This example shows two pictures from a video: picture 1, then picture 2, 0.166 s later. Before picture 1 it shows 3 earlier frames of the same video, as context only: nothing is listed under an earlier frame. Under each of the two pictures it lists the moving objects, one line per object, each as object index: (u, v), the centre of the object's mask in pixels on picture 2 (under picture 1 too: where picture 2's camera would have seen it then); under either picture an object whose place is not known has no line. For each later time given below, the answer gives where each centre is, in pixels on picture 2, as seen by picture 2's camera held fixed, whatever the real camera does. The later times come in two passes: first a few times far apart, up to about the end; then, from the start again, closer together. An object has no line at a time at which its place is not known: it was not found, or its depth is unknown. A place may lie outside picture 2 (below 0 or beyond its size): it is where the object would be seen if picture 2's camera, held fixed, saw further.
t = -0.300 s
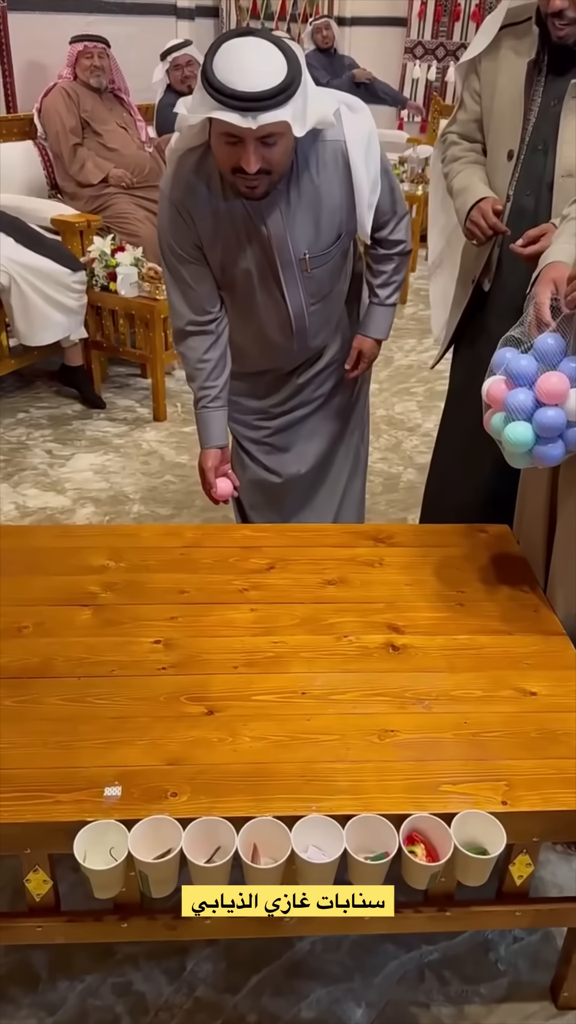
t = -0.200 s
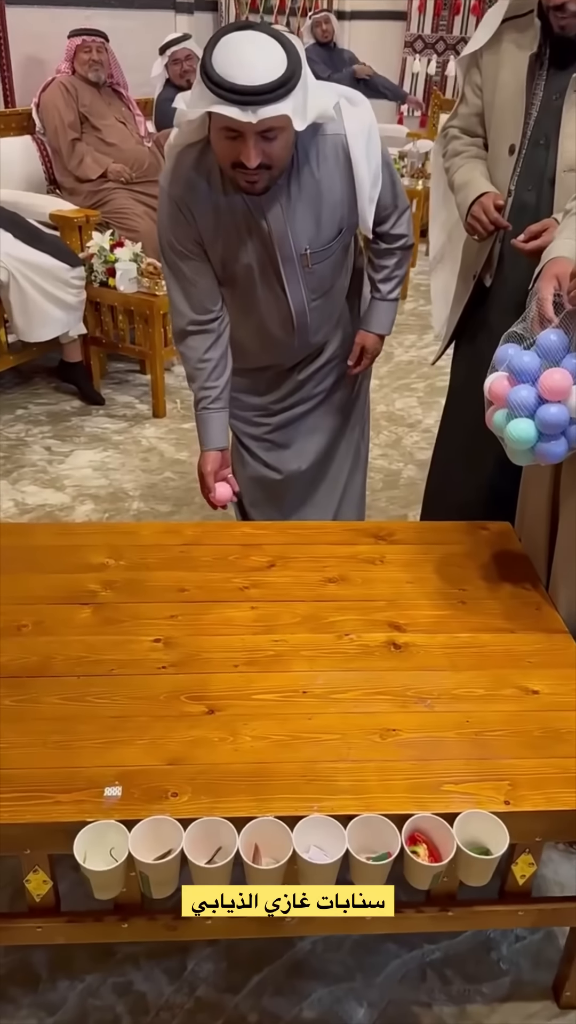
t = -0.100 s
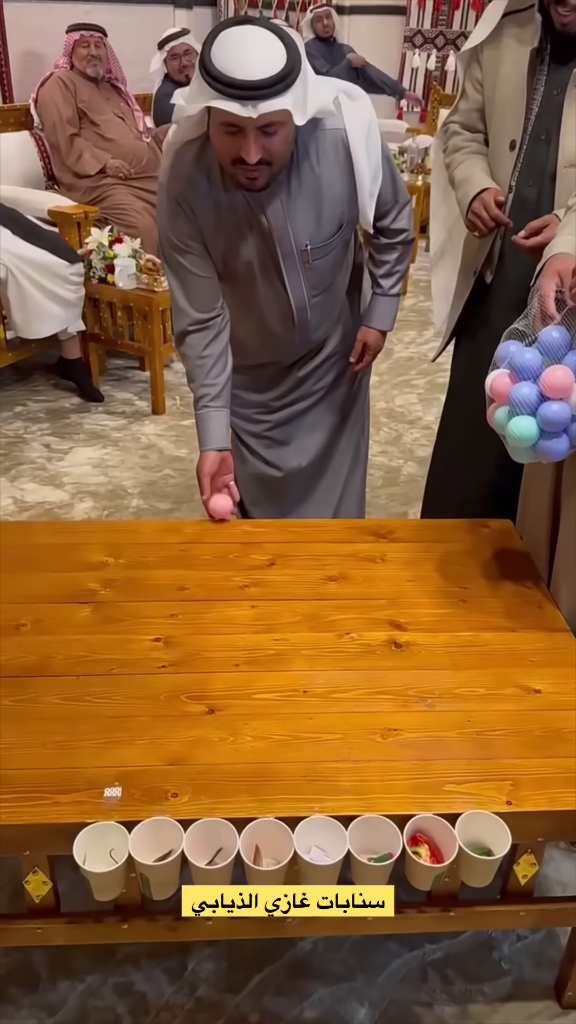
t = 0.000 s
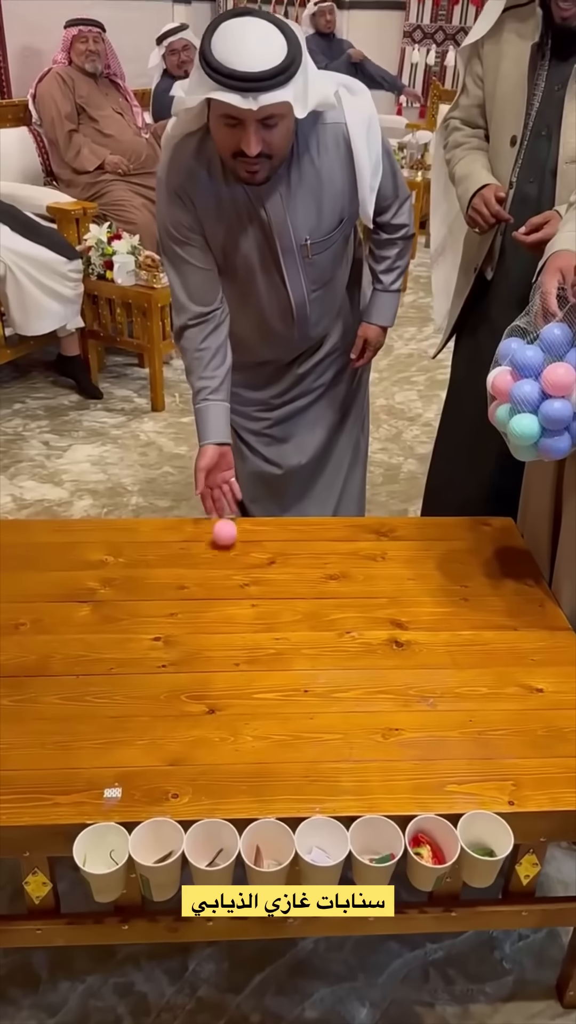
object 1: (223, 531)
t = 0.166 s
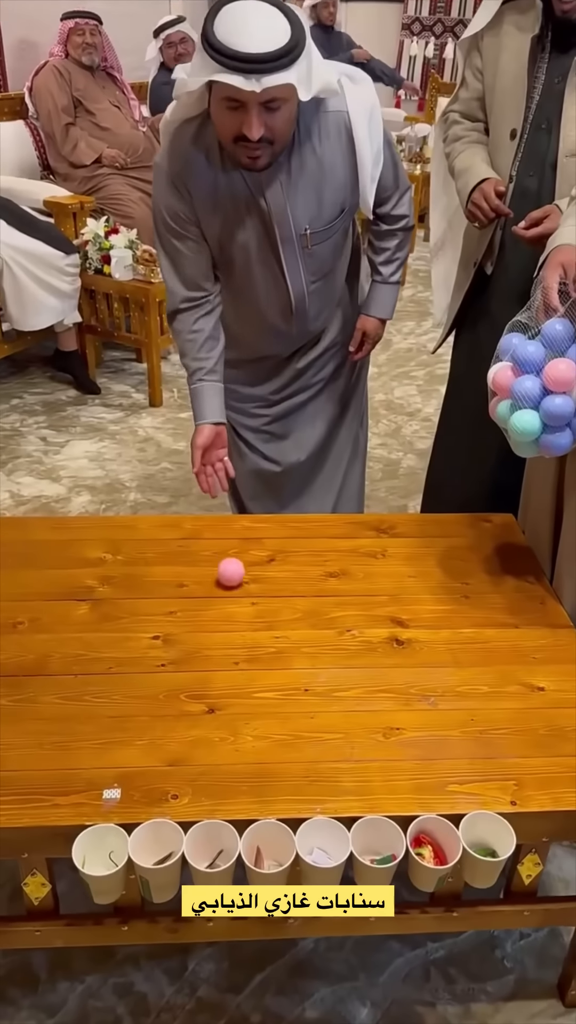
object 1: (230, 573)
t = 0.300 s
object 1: (238, 606)
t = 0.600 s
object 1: (263, 690)
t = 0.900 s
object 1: (300, 792)
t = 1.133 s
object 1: (336, 820)
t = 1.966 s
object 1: (322, 839)
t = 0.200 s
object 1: (232, 581)
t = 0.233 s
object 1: (234, 589)
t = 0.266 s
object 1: (235, 597)
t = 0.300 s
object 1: (238, 606)
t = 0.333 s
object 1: (240, 615)
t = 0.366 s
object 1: (242, 623)
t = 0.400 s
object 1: (245, 632)
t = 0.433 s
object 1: (248, 641)
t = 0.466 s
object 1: (250, 650)
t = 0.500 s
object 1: (253, 659)
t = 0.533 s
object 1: (256, 669)
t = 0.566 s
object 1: (259, 679)
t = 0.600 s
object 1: (263, 690)
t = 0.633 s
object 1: (266, 700)
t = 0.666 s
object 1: (269, 711)
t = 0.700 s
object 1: (273, 721)
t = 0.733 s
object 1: (277, 732)
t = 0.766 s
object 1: (281, 744)
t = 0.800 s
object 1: (286, 756)
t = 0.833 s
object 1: (290, 768)
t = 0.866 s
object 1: (295, 780)
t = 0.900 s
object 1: (300, 792)
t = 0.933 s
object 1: (304, 802)
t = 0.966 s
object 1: (310, 816)
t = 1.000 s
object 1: (314, 836)
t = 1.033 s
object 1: (327, 843)
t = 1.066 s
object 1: (336, 832)
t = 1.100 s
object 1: (337, 824)
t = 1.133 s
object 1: (336, 820)
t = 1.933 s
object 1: (322, 840)
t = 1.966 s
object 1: (322, 839)
